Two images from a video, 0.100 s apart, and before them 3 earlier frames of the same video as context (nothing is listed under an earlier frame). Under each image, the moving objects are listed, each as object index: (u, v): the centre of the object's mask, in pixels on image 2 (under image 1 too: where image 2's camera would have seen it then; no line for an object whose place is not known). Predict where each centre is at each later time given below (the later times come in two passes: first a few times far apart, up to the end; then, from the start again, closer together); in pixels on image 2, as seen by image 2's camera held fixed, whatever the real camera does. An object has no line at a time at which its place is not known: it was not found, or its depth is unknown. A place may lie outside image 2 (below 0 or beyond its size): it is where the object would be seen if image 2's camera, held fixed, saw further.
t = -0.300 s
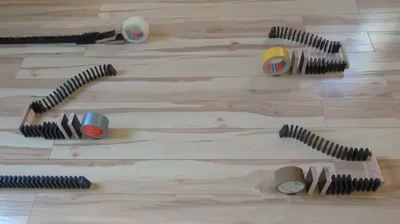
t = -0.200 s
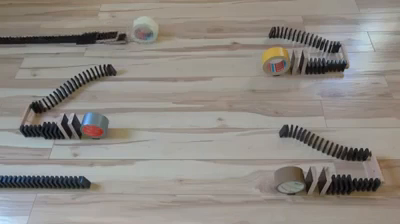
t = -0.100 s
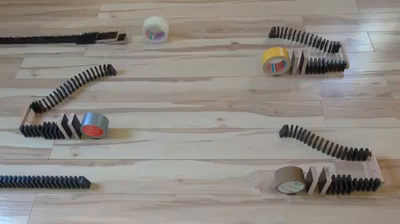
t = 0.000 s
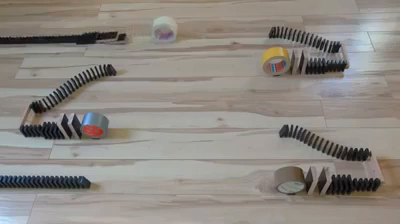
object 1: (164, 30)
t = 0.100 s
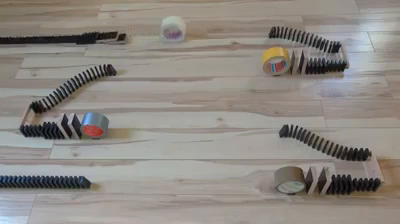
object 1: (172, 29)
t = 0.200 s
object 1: (181, 29)
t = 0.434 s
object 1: (200, 29)
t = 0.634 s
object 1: (214, 28)
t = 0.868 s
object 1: (231, 28)
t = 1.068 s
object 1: (242, 29)
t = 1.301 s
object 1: (256, 27)
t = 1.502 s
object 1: (264, 28)
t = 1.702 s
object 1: (266, 27)
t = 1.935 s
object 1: (266, 27)
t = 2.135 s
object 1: (265, 27)
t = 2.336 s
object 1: (264, 28)
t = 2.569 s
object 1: (263, 28)
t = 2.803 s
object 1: (262, 28)
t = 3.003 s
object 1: (262, 28)
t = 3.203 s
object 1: (263, 28)
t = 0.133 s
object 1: (174, 29)
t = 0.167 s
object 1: (177, 29)
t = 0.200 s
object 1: (181, 29)
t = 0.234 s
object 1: (183, 29)
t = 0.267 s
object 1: (186, 29)
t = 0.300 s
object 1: (189, 28)
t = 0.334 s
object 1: (192, 29)
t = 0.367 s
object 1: (194, 29)
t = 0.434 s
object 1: (200, 29)
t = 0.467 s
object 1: (201, 29)
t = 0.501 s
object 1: (204, 28)
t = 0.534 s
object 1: (207, 28)
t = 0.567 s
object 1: (209, 29)
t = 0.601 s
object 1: (212, 29)
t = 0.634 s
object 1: (214, 28)
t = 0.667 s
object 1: (216, 28)
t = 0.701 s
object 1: (219, 28)
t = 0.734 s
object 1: (221, 28)
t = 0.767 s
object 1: (224, 29)
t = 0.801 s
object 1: (226, 29)
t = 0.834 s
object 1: (228, 28)
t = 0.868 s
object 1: (231, 28)
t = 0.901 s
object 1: (232, 29)
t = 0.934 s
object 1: (234, 29)
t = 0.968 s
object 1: (237, 29)
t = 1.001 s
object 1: (238, 29)
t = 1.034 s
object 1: (240, 29)
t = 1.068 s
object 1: (242, 29)
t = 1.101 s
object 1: (244, 29)
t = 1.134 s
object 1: (246, 29)
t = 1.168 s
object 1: (249, 29)
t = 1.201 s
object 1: (251, 28)
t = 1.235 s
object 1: (252, 28)
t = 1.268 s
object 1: (254, 27)
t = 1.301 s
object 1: (256, 27)
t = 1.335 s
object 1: (258, 28)
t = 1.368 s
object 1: (260, 28)
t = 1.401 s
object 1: (261, 28)
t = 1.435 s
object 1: (263, 28)
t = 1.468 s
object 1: (263, 28)
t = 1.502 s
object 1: (264, 28)
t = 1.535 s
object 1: (265, 28)
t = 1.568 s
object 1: (266, 28)
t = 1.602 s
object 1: (266, 28)
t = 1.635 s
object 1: (266, 28)
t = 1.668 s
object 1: (266, 28)
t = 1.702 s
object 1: (266, 27)
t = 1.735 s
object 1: (266, 28)
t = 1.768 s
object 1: (266, 28)
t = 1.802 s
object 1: (266, 28)
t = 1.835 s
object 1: (266, 27)
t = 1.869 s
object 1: (266, 27)
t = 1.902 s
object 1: (266, 27)
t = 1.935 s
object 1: (266, 27)
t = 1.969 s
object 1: (265, 27)
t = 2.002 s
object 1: (266, 27)
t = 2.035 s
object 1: (265, 27)
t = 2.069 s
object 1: (265, 27)
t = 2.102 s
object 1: (265, 27)
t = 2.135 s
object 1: (265, 27)
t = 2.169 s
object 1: (265, 27)
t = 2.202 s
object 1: (265, 27)
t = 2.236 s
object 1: (265, 27)
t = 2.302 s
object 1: (265, 27)
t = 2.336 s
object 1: (264, 28)
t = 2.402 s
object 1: (263, 28)
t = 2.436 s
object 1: (263, 28)
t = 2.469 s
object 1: (263, 28)
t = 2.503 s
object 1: (263, 28)
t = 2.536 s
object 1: (263, 28)
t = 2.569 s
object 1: (263, 28)
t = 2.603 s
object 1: (263, 28)
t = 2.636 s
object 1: (263, 28)
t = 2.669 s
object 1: (263, 28)
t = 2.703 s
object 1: (263, 28)
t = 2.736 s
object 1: (262, 28)
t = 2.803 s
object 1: (262, 28)
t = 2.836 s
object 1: (262, 28)
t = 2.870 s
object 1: (262, 28)
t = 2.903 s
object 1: (262, 28)
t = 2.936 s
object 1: (262, 28)
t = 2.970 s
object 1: (262, 28)
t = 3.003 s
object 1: (262, 28)
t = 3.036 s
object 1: (262, 28)
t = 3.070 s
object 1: (262, 28)
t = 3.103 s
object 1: (262, 28)
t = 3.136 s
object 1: (263, 28)
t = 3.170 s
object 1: (262, 28)
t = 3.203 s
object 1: (263, 28)
